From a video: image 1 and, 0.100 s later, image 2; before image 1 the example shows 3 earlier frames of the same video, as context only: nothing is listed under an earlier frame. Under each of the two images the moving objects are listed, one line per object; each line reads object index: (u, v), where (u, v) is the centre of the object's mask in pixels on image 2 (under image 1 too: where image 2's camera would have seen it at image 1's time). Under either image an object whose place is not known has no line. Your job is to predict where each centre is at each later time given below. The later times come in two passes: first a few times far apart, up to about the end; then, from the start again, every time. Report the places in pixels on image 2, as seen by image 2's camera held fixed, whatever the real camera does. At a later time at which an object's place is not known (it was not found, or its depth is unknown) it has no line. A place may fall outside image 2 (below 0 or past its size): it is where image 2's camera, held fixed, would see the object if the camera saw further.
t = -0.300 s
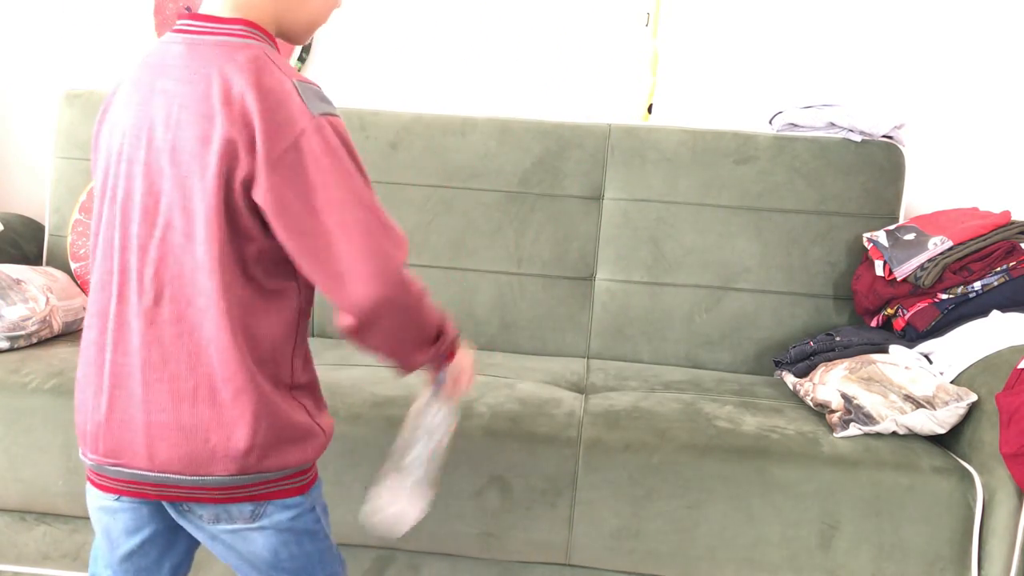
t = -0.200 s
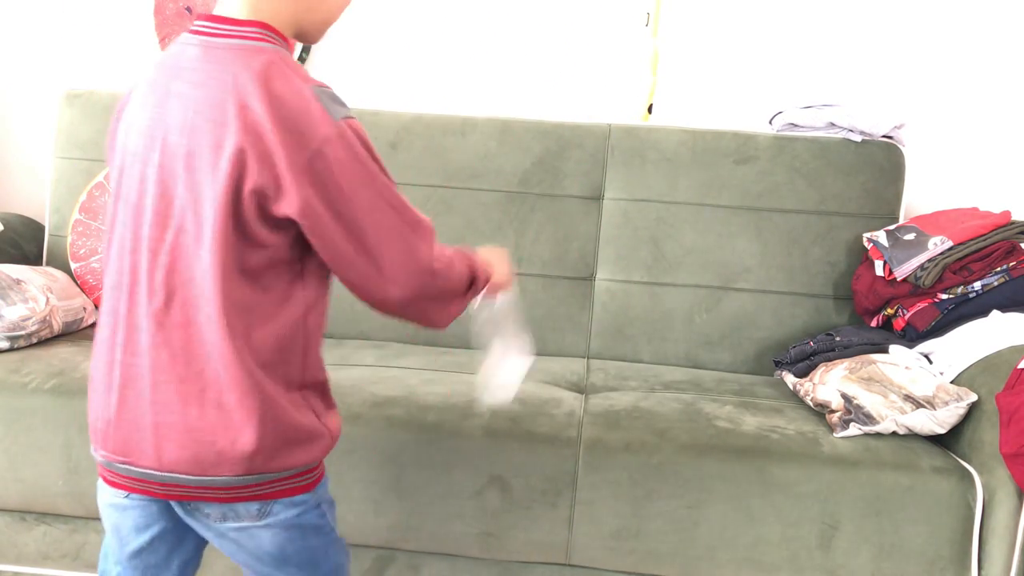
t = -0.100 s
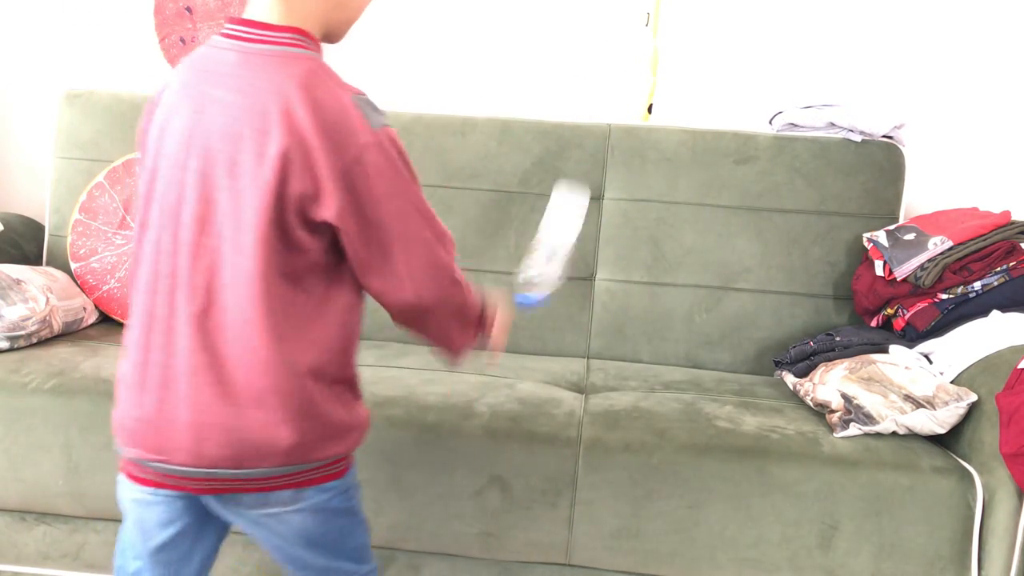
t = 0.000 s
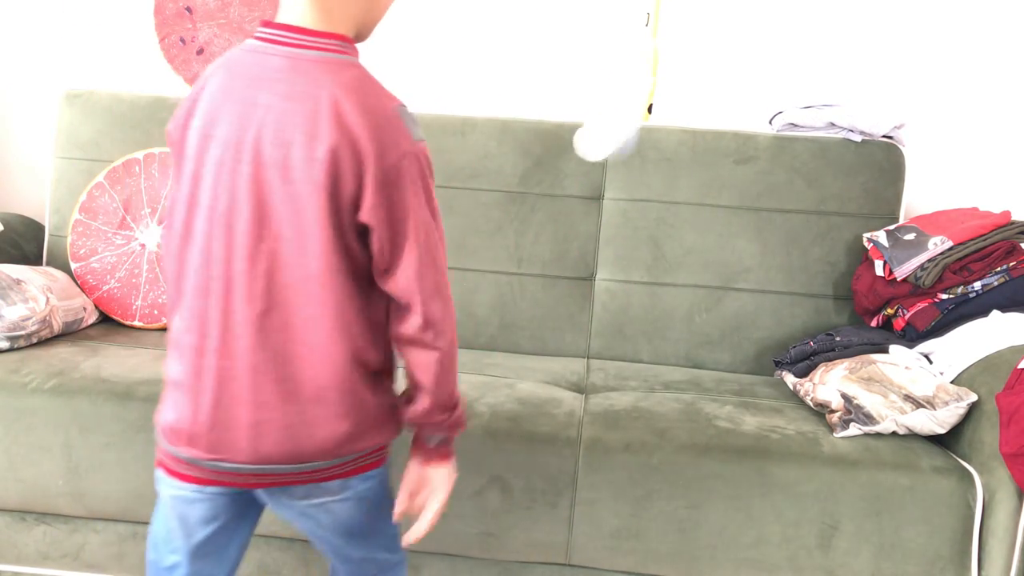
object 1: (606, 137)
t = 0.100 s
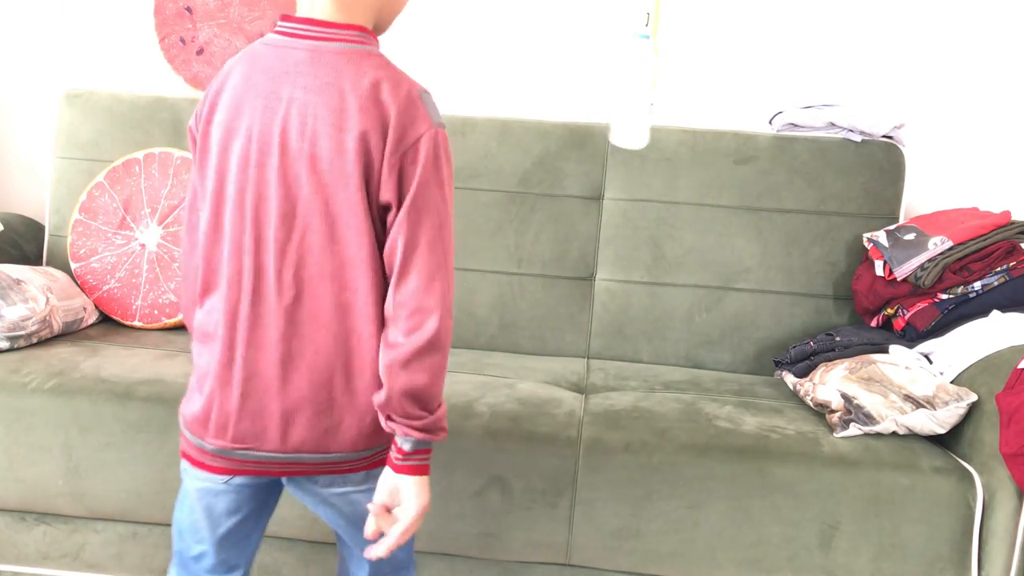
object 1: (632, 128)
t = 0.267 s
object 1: (661, 204)
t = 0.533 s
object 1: (703, 367)
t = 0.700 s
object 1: (713, 373)
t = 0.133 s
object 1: (642, 126)
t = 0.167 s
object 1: (649, 132)
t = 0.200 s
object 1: (651, 145)
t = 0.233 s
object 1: (655, 172)
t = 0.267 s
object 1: (661, 204)
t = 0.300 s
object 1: (666, 237)
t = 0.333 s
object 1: (672, 266)
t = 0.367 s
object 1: (679, 289)
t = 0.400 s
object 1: (686, 315)
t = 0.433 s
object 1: (693, 332)
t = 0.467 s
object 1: (700, 367)
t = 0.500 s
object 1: (701, 367)
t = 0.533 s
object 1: (703, 367)
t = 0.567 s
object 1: (705, 368)
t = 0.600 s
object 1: (708, 372)
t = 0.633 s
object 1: (709, 372)
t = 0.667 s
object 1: (711, 373)
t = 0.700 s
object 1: (713, 373)
